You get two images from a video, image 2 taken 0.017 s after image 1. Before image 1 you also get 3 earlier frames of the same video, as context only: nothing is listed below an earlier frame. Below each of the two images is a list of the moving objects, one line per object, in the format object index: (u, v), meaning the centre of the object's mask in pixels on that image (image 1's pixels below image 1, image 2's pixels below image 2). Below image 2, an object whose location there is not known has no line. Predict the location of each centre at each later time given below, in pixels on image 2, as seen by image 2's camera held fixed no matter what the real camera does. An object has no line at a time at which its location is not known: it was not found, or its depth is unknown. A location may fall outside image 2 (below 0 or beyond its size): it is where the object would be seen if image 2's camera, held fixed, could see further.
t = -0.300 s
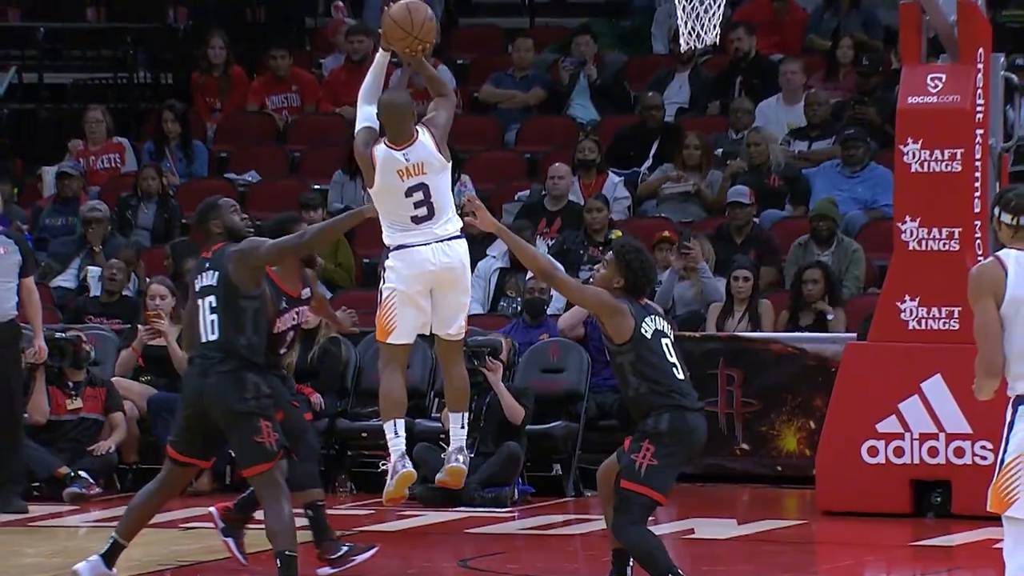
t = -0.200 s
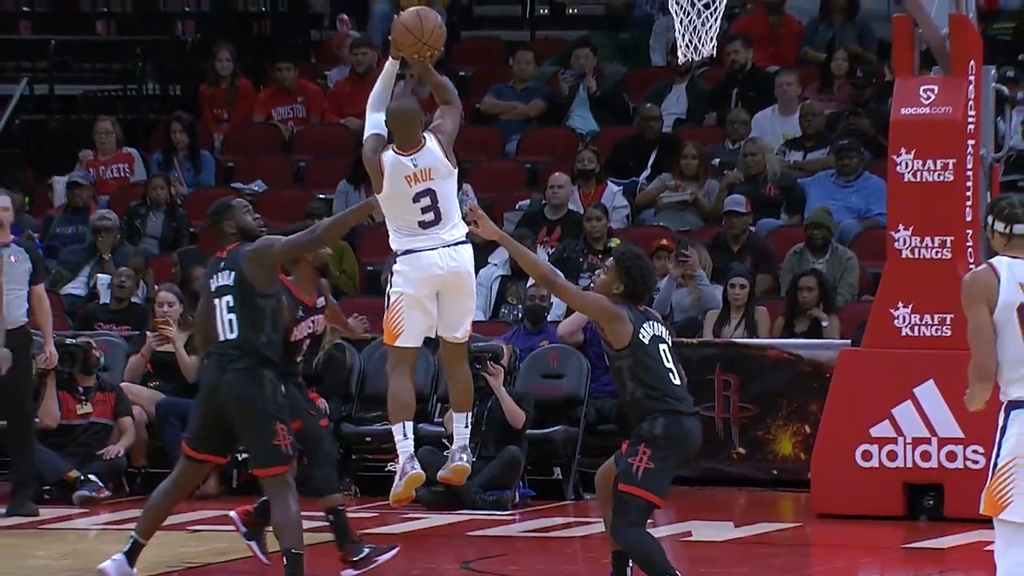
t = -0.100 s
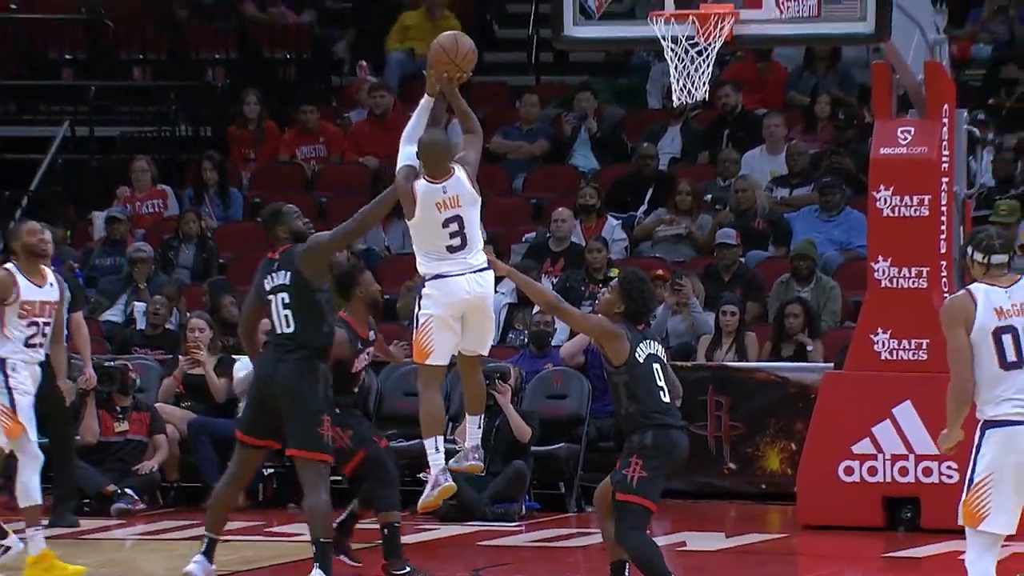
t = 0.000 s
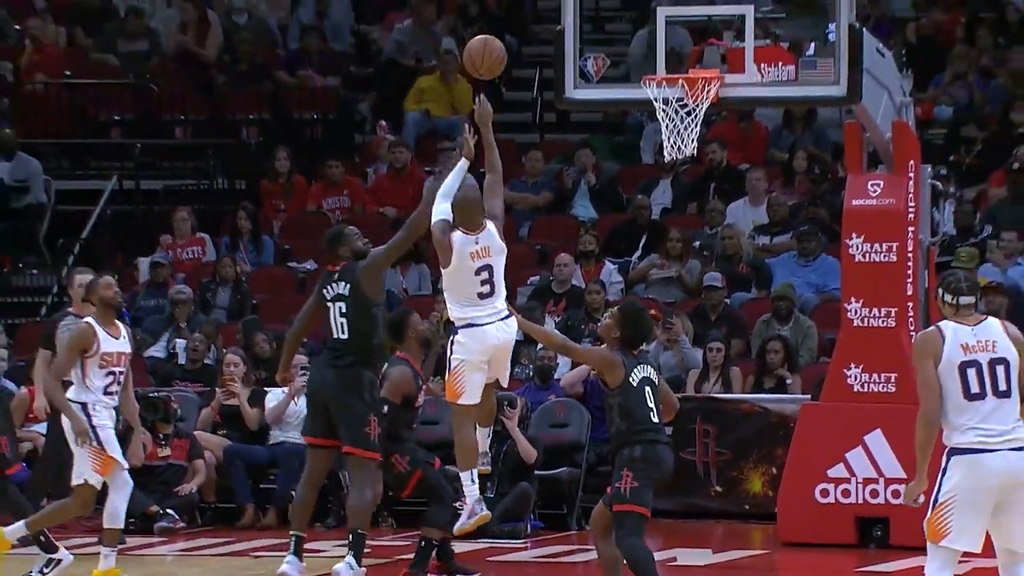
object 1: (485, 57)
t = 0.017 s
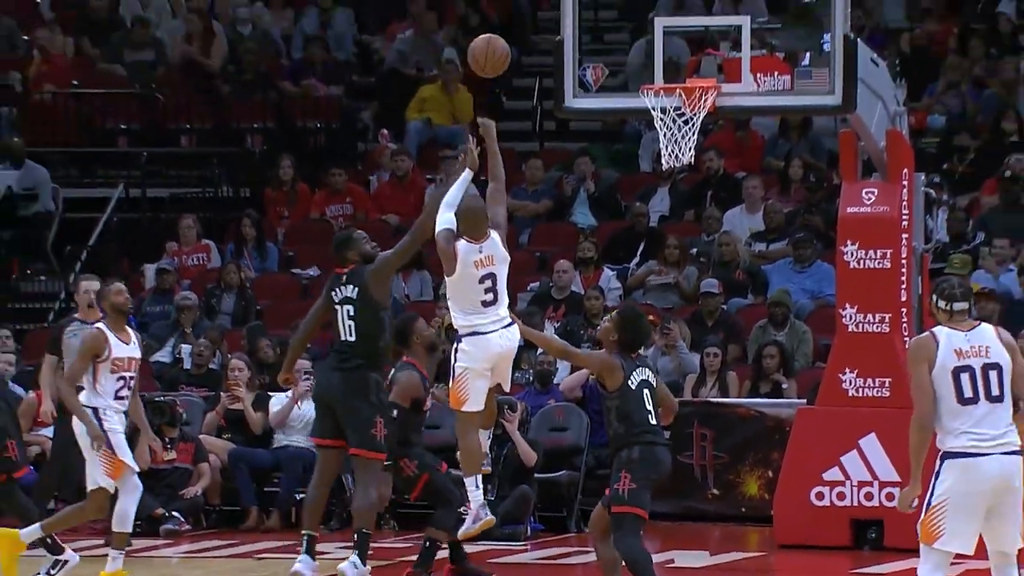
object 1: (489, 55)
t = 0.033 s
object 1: (493, 42)
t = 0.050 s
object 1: (496, 30)
